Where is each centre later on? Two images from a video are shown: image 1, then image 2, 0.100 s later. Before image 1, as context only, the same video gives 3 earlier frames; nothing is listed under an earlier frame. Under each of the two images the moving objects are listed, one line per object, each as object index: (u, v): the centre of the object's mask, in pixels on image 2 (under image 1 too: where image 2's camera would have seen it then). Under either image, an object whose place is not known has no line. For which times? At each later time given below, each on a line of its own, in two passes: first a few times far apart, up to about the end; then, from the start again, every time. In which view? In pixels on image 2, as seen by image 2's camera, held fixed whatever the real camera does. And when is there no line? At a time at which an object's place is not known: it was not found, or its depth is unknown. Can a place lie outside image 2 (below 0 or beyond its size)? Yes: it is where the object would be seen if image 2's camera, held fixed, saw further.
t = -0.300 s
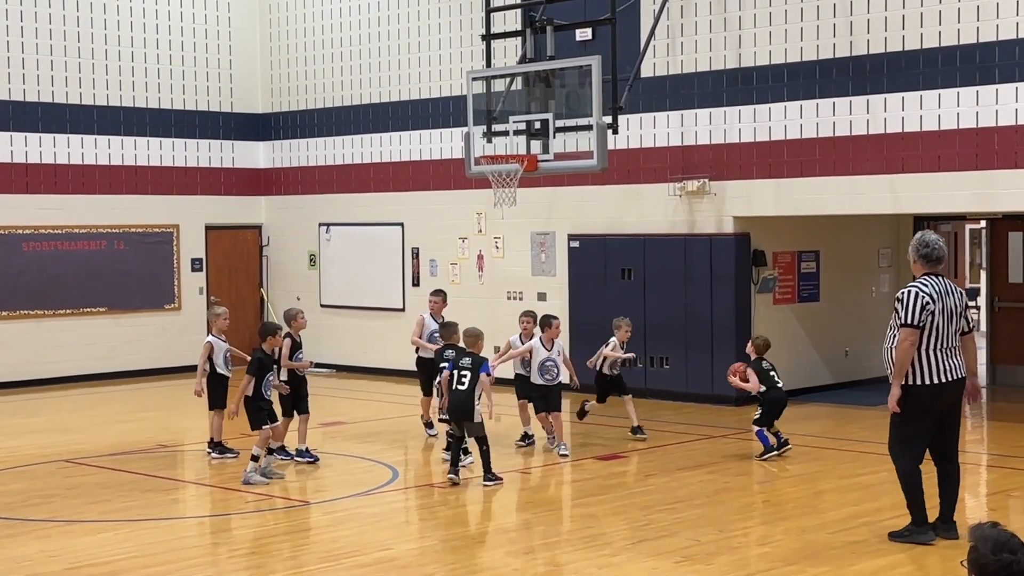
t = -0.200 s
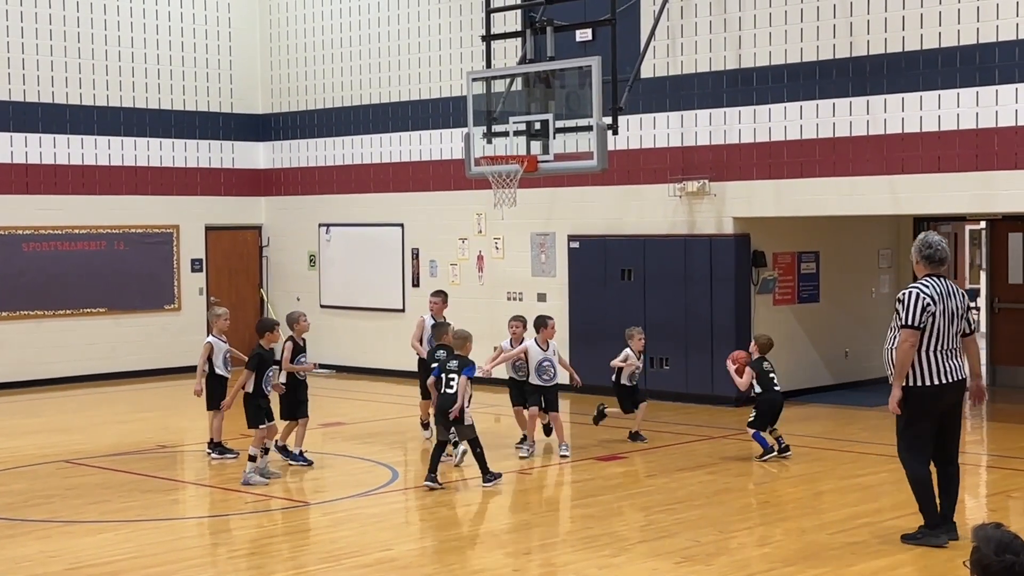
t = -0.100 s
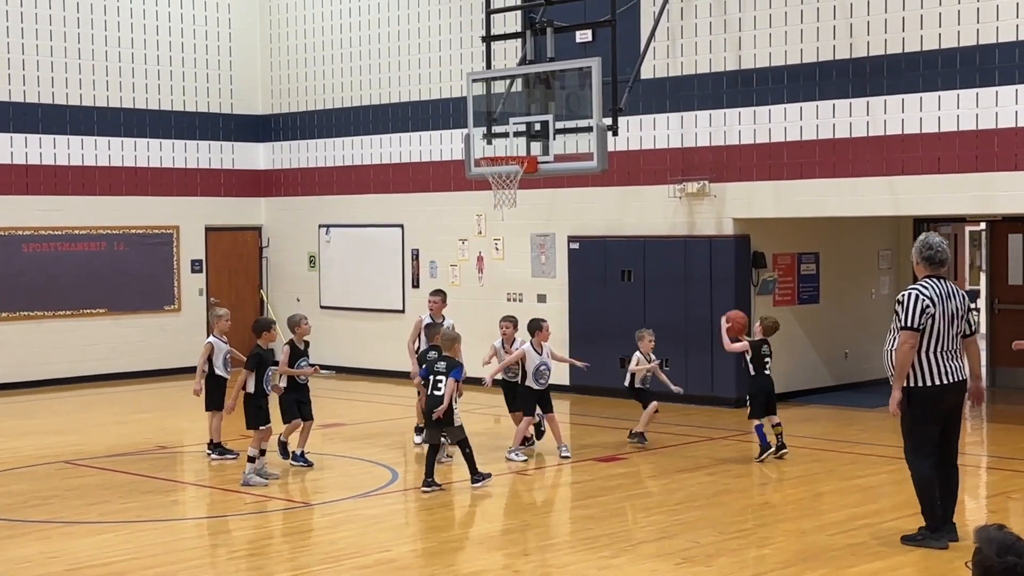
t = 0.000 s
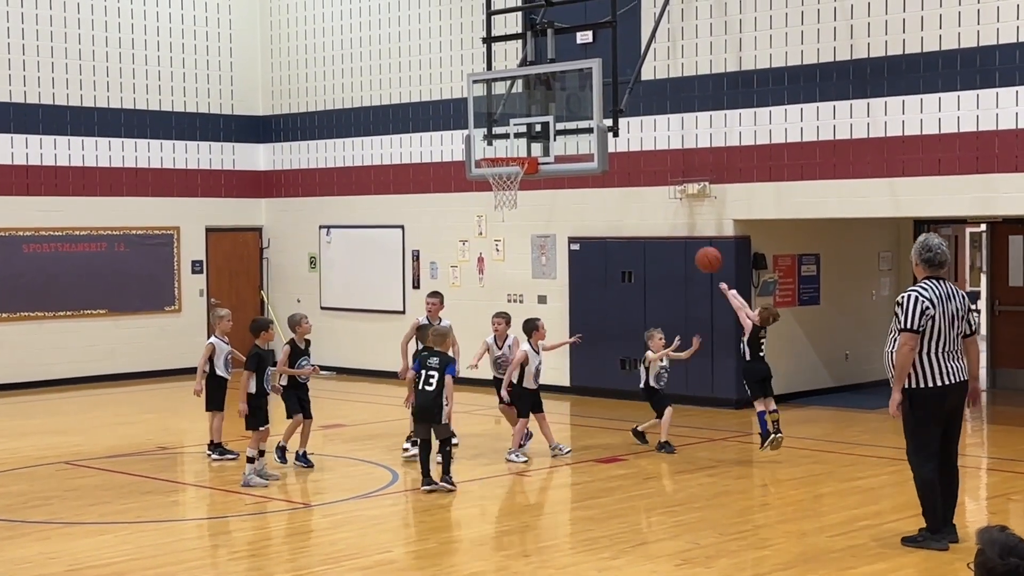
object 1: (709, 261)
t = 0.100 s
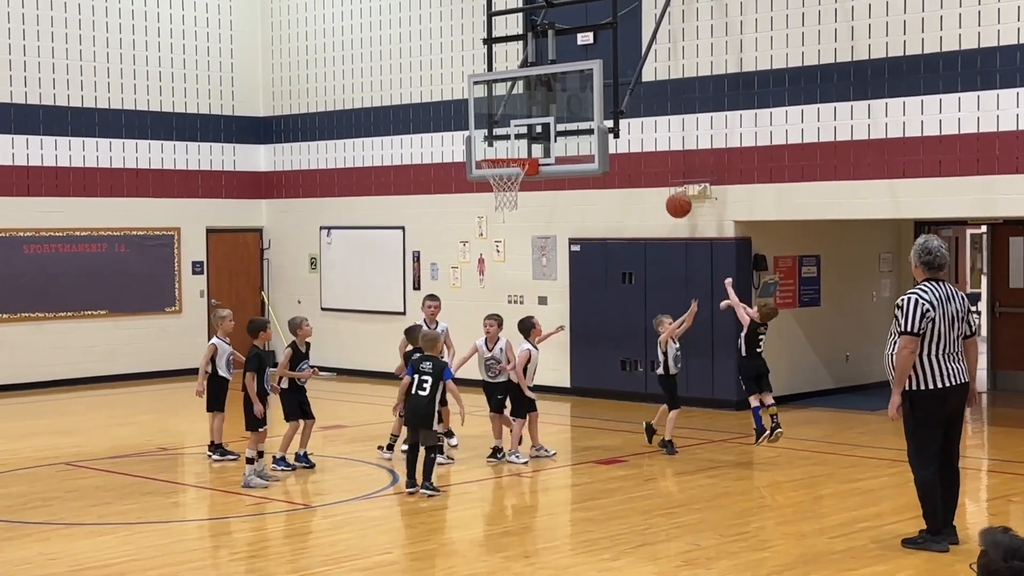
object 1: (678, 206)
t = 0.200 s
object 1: (650, 161)
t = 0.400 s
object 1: (593, 107)
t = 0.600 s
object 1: (540, 96)
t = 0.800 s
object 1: (489, 127)
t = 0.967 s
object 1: (449, 182)
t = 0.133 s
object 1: (669, 189)
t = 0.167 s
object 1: (659, 175)
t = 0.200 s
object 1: (650, 161)
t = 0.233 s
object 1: (640, 149)
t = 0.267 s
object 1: (631, 138)
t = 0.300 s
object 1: (621, 128)
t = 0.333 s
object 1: (612, 120)
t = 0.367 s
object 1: (603, 113)
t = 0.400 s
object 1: (593, 107)
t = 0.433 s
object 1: (584, 102)
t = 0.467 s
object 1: (576, 98)
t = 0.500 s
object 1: (567, 96)
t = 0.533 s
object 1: (557, 95)
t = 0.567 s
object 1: (549, 95)
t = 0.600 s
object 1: (540, 96)
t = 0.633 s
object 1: (532, 99)
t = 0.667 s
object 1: (523, 102)
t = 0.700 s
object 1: (514, 106)
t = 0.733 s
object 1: (506, 112)
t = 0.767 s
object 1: (498, 119)
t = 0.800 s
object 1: (489, 127)
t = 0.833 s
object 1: (481, 136)
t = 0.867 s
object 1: (473, 146)
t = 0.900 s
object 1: (465, 157)
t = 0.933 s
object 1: (458, 168)
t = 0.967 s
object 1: (449, 182)
